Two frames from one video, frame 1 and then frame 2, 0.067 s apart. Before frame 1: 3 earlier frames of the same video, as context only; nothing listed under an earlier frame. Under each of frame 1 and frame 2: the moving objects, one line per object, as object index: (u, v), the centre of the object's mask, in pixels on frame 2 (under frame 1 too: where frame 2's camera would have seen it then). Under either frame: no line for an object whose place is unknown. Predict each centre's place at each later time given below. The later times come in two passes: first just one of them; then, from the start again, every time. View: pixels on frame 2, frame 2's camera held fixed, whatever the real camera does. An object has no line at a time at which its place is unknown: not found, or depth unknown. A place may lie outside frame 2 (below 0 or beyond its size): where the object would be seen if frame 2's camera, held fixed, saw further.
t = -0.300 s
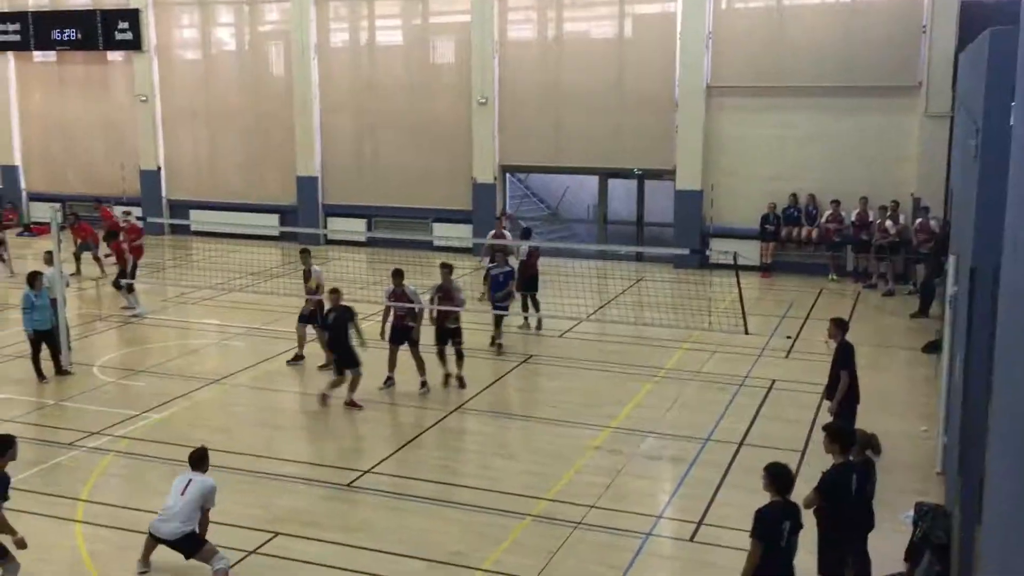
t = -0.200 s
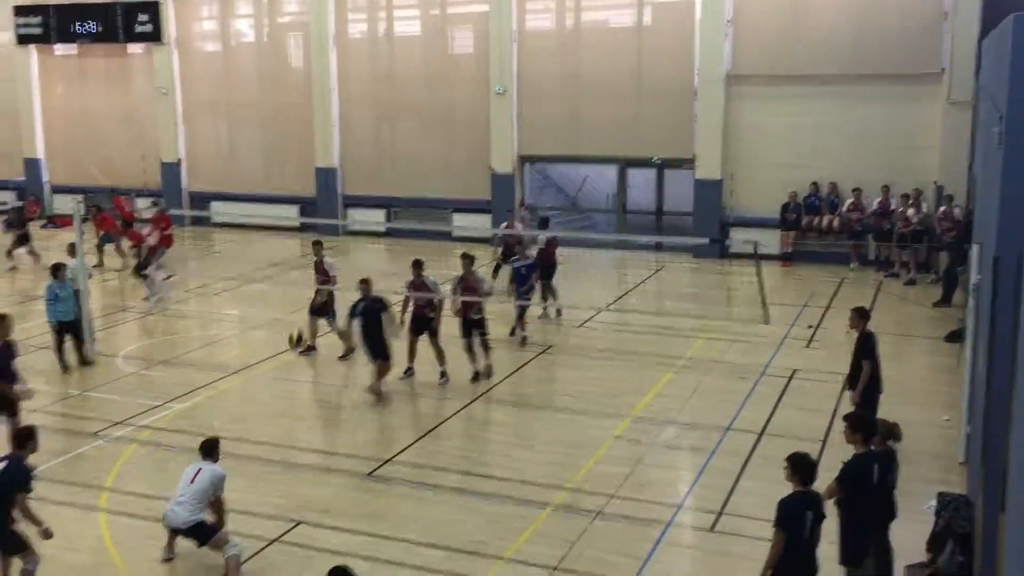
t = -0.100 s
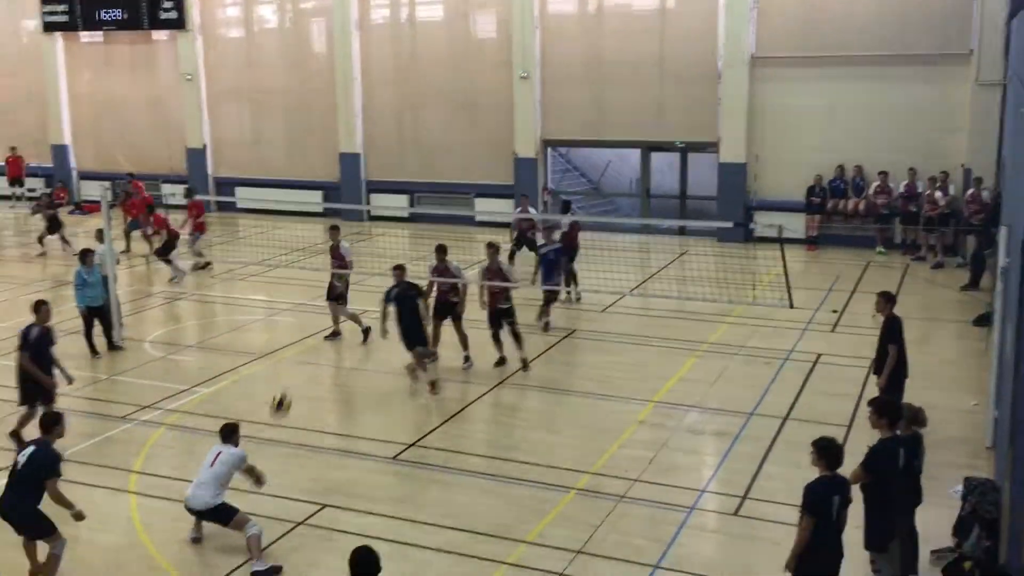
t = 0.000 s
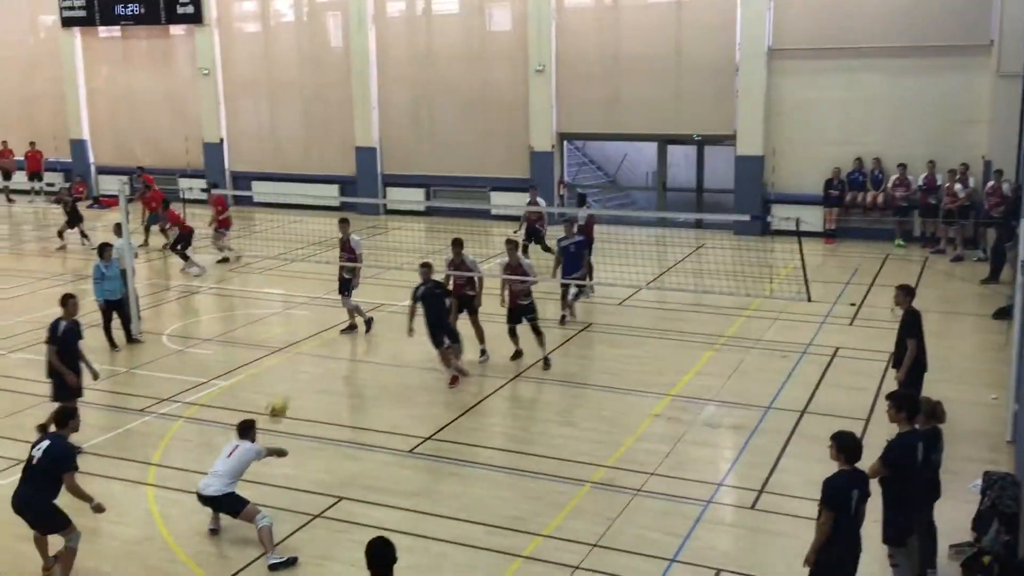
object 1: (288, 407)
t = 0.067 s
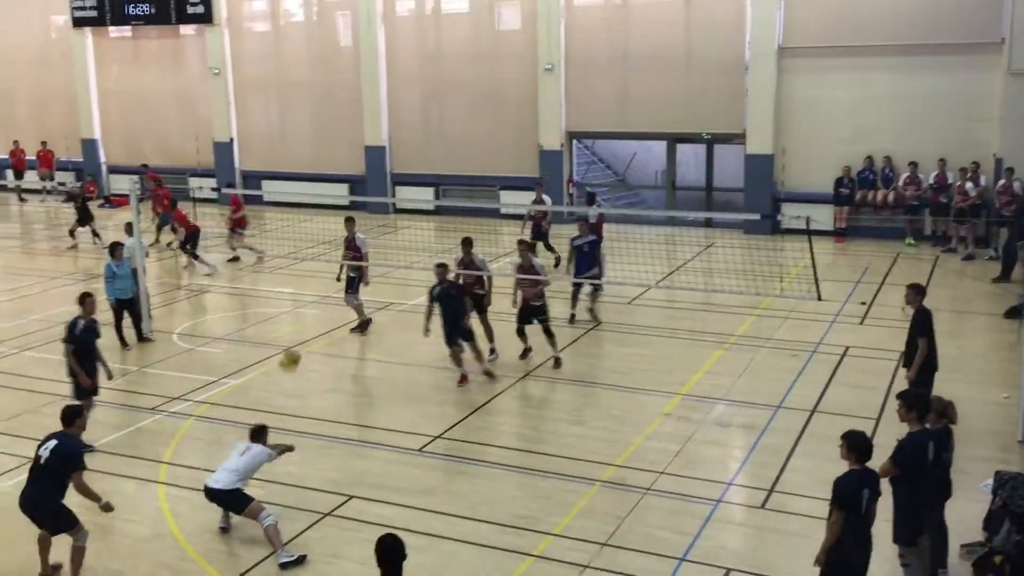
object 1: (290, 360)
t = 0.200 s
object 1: (297, 279)
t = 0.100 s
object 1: (292, 336)
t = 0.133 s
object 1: (294, 316)
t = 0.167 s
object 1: (296, 296)
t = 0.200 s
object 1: (297, 279)
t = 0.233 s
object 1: (299, 261)
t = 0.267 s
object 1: (301, 243)
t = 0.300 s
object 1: (303, 230)
